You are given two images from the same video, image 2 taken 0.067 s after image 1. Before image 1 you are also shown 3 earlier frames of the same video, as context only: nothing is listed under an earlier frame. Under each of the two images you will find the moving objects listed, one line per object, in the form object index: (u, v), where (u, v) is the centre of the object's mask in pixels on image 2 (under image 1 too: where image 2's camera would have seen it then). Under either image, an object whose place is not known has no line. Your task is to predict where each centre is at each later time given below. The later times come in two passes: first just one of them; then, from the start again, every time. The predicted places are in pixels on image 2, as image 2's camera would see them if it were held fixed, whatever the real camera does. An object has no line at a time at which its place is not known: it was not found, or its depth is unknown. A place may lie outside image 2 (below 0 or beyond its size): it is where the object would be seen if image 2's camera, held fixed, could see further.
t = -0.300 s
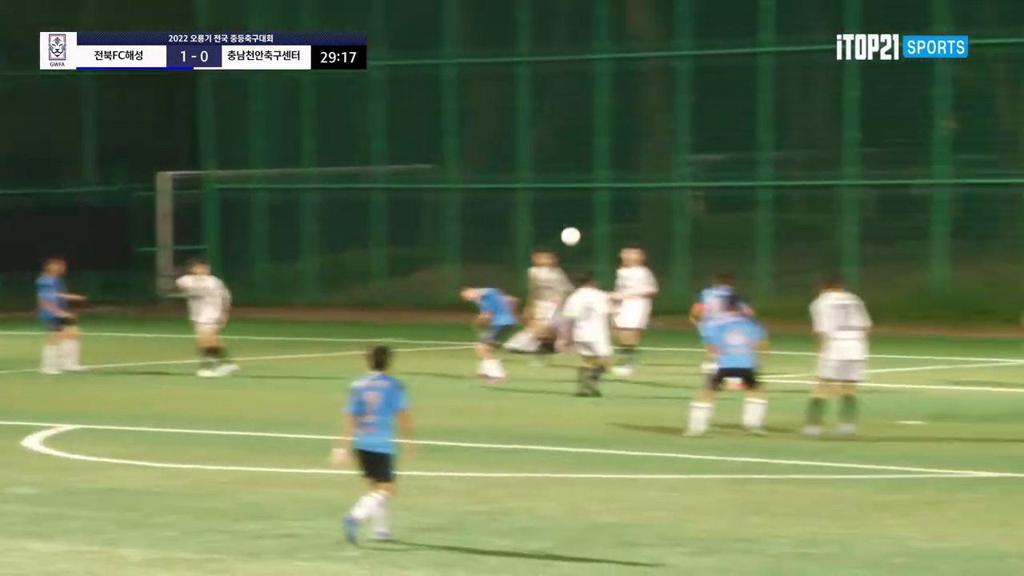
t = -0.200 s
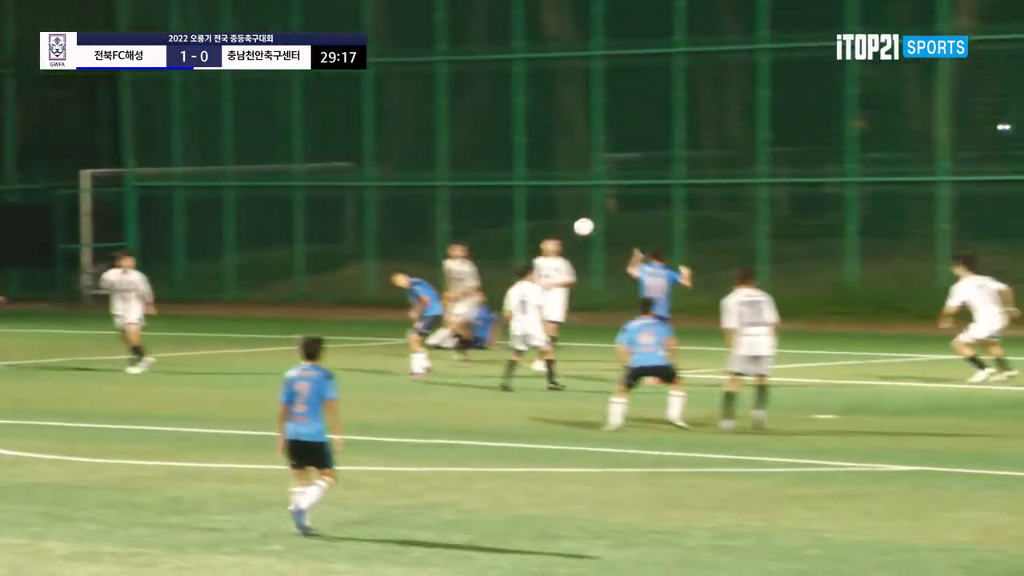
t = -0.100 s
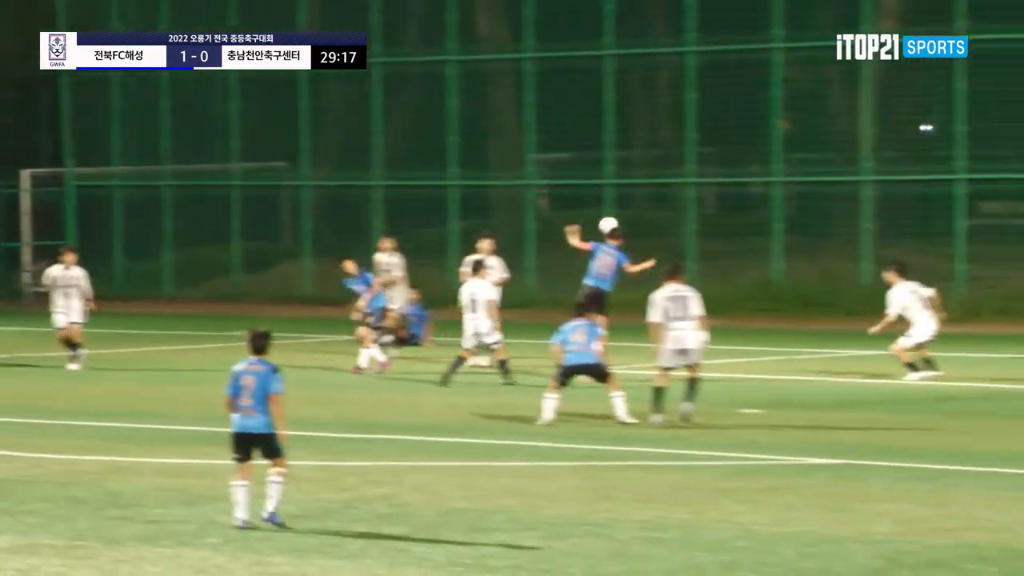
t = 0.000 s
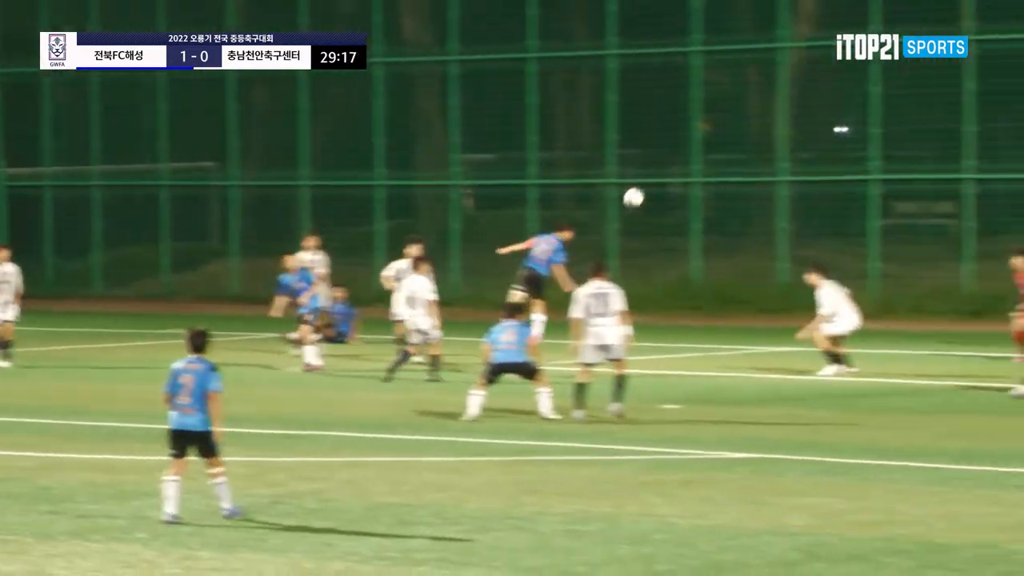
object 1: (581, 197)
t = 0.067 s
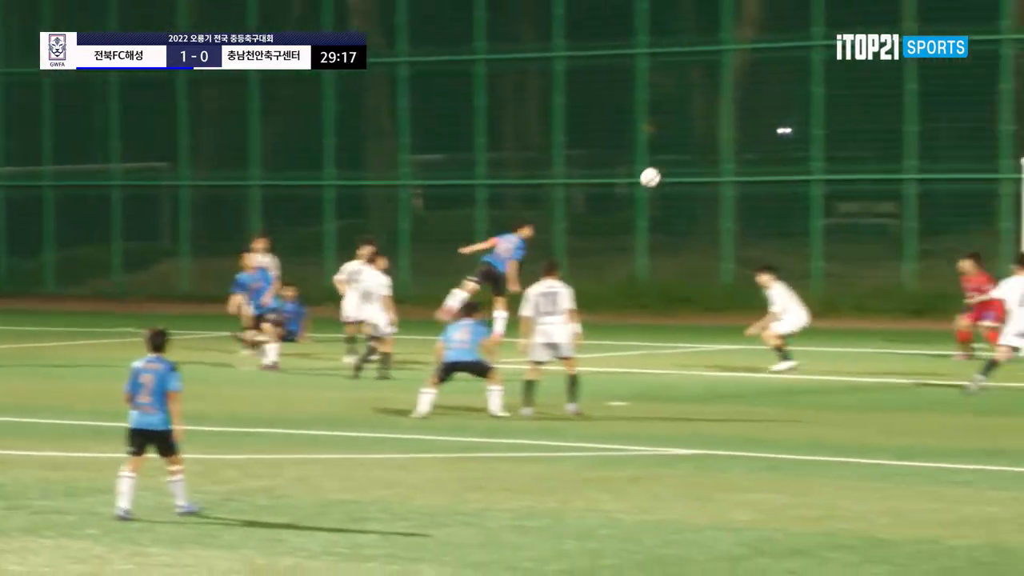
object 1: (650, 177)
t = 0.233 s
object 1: (816, 145)
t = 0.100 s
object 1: (683, 169)
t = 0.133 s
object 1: (717, 162)
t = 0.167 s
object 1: (751, 155)
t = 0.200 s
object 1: (784, 149)
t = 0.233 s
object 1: (816, 145)
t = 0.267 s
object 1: (849, 141)
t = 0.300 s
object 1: (883, 137)
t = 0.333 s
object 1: (917, 135)
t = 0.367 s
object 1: (950, 134)
